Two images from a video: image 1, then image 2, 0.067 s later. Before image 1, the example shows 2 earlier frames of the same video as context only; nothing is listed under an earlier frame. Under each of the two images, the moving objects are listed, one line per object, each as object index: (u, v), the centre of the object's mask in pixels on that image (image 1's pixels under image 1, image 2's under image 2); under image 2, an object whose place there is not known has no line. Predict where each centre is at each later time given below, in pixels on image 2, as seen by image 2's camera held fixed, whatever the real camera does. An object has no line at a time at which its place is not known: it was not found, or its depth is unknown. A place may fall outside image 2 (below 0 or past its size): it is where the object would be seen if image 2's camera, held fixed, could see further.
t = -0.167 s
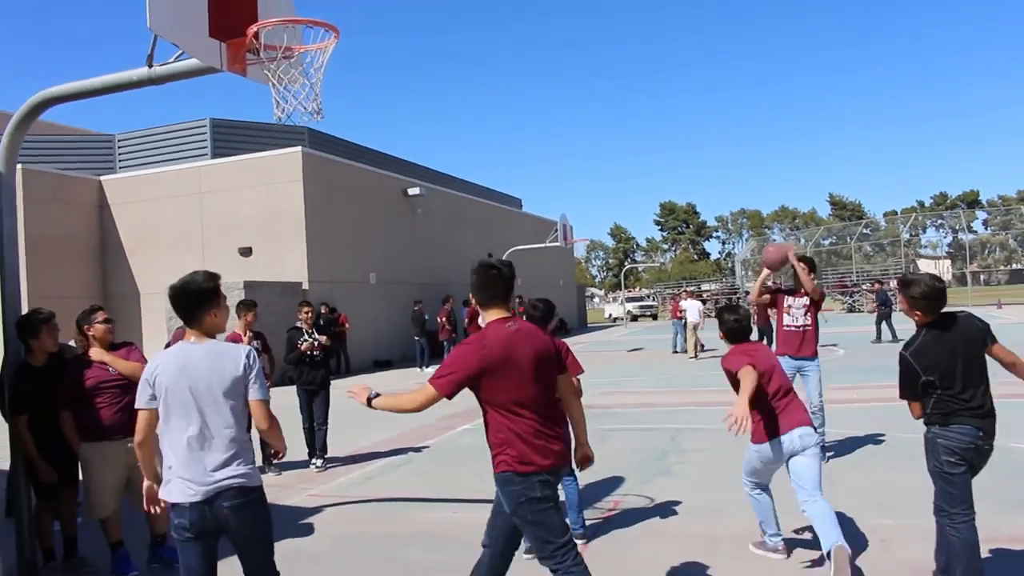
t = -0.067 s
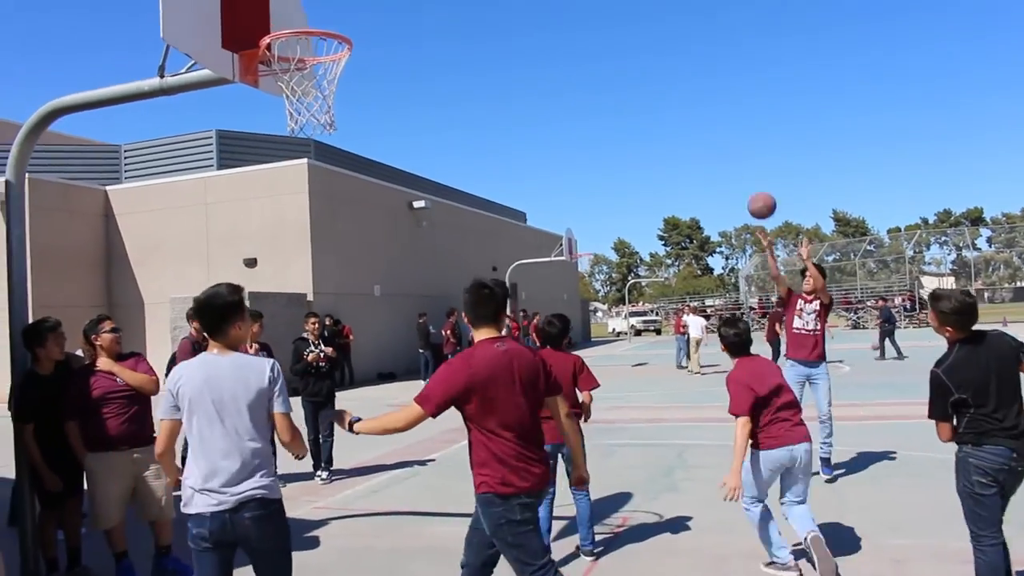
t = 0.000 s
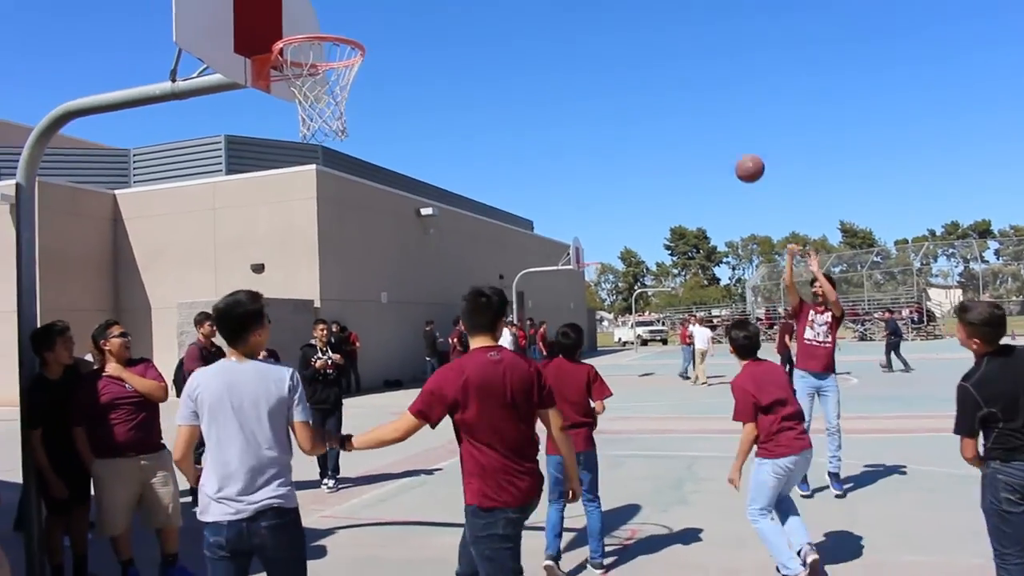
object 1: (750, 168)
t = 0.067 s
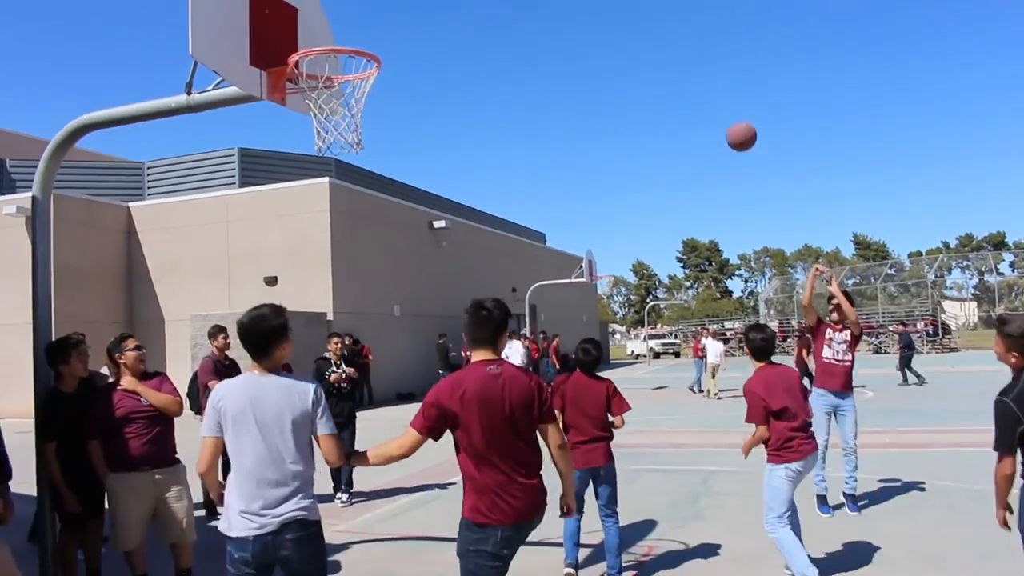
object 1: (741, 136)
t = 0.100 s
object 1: (729, 116)
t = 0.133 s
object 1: (716, 96)
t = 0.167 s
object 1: (703, 77)
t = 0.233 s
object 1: (674, 45)
